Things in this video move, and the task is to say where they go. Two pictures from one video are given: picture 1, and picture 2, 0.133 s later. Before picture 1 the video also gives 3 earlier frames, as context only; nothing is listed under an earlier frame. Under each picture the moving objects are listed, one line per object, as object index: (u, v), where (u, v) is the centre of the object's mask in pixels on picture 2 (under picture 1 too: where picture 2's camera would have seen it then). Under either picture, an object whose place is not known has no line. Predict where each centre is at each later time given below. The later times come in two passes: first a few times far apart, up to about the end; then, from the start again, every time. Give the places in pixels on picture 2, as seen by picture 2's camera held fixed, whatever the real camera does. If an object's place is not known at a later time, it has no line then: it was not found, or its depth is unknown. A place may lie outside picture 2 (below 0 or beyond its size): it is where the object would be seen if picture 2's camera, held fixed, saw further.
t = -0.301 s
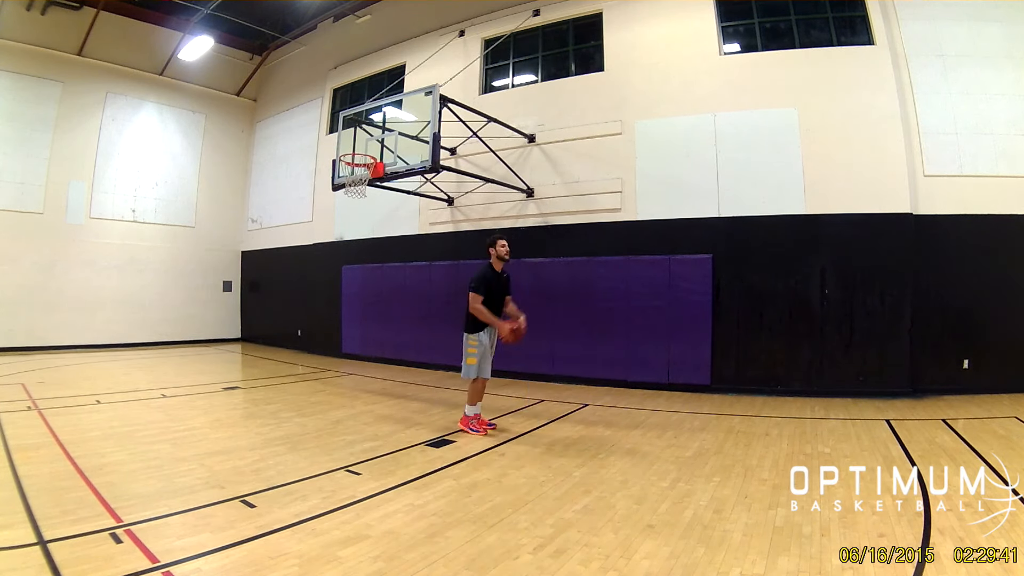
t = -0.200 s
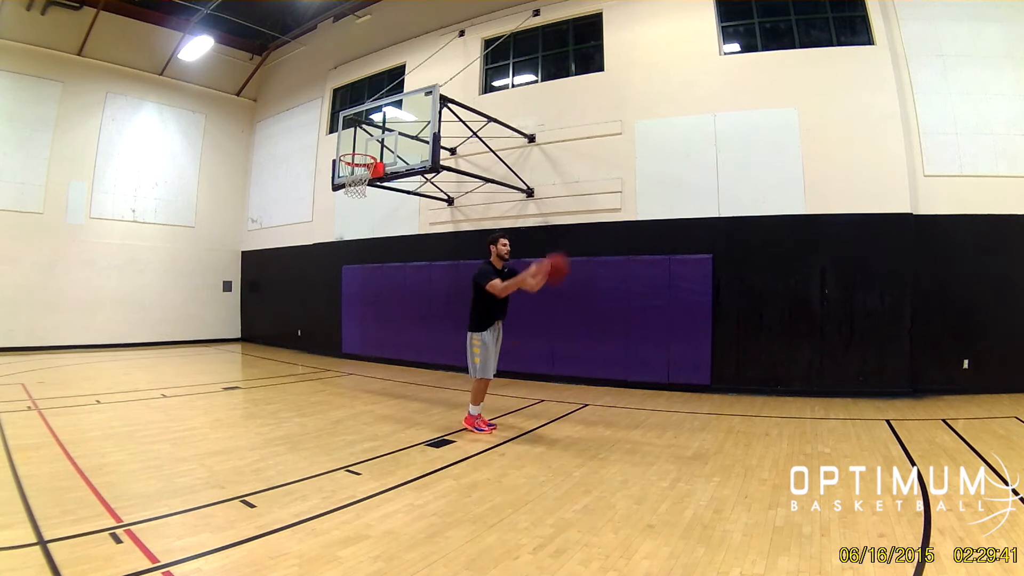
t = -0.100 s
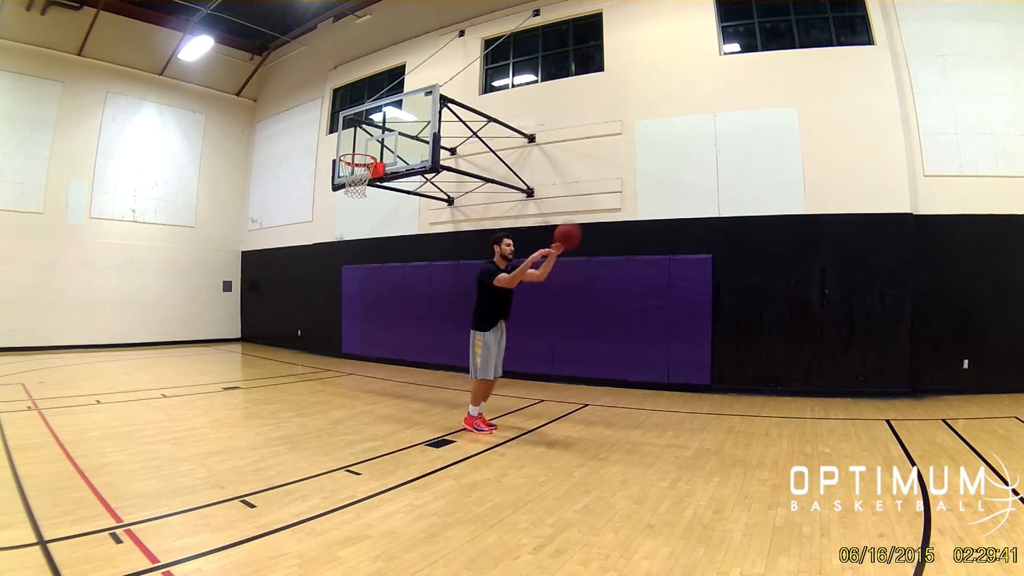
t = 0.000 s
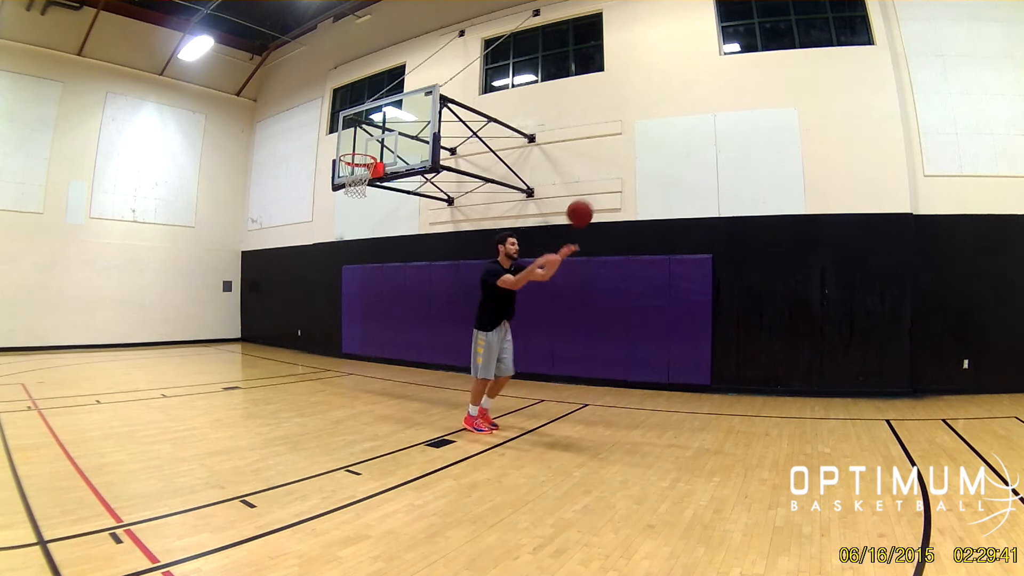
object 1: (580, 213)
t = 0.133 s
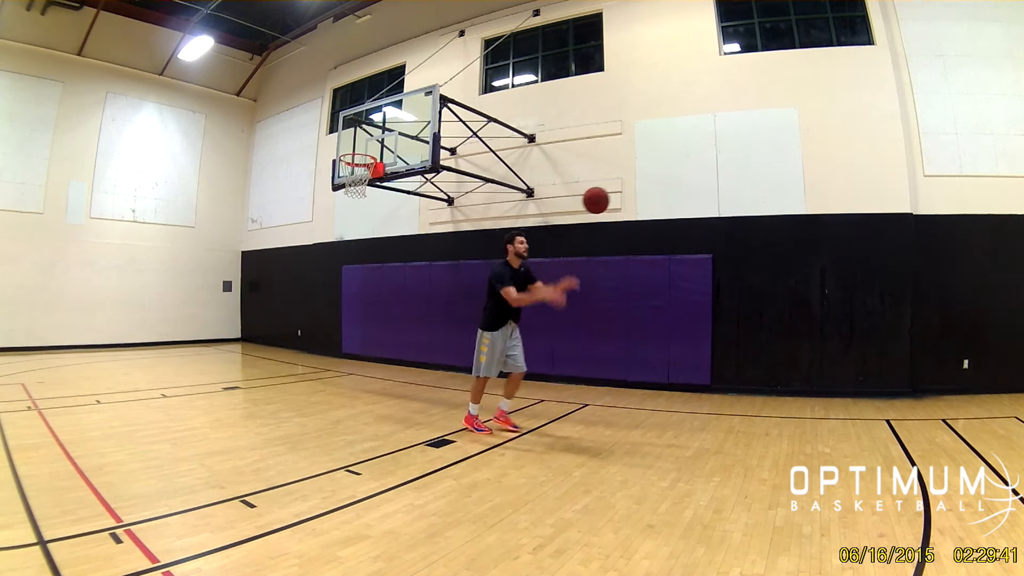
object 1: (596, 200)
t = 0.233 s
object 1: (608, 203)
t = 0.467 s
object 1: (638, 253)
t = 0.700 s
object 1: (670, 371)
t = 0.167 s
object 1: (600, 200)
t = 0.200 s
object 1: (604, 201)
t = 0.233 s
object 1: (608, 203)
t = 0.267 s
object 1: (613, 206)
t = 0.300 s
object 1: (617, 212)
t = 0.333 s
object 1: (622, 219)
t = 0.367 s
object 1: (626, 226)
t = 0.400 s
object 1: (629, 234)
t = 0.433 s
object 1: (634, 242)
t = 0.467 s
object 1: (638, 253)
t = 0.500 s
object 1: (643, 266)
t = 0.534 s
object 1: (648, 281)
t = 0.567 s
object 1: (652, 296)
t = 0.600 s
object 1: (656, 313)
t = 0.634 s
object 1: (661, 332)
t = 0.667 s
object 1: (666, 350)
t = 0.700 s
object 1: (670, 371)
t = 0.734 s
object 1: (674, 392)
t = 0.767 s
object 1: (677, 415)
